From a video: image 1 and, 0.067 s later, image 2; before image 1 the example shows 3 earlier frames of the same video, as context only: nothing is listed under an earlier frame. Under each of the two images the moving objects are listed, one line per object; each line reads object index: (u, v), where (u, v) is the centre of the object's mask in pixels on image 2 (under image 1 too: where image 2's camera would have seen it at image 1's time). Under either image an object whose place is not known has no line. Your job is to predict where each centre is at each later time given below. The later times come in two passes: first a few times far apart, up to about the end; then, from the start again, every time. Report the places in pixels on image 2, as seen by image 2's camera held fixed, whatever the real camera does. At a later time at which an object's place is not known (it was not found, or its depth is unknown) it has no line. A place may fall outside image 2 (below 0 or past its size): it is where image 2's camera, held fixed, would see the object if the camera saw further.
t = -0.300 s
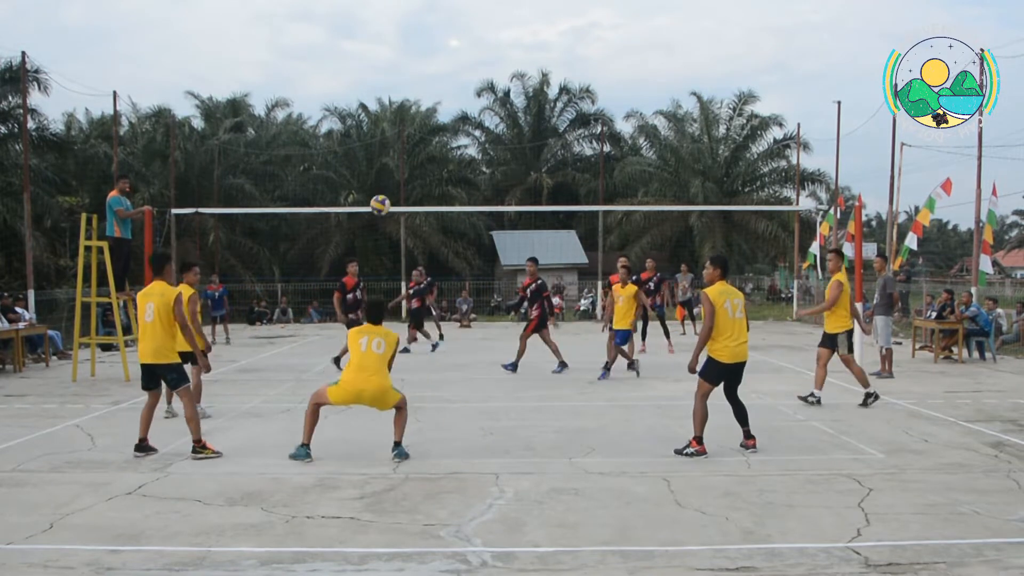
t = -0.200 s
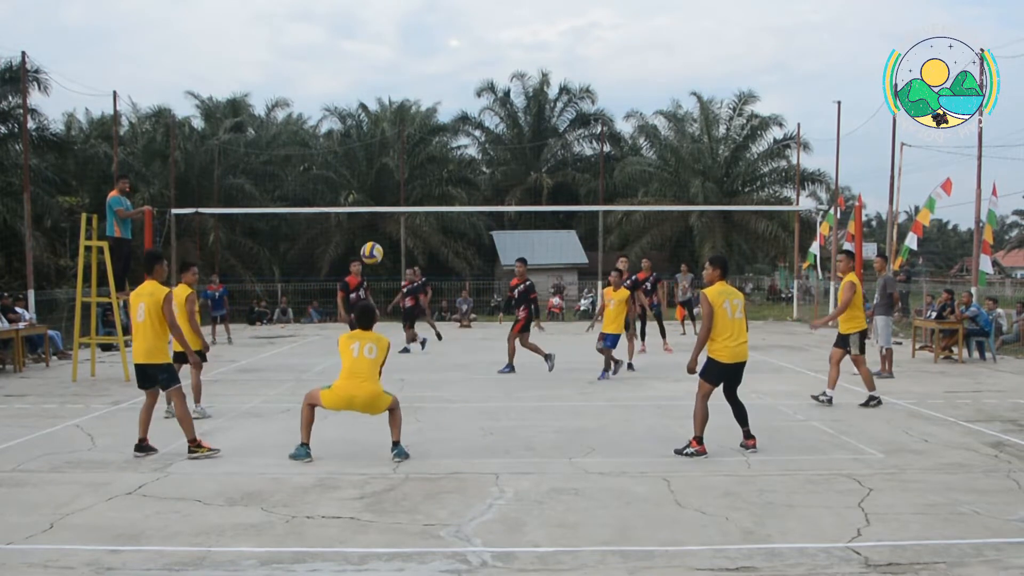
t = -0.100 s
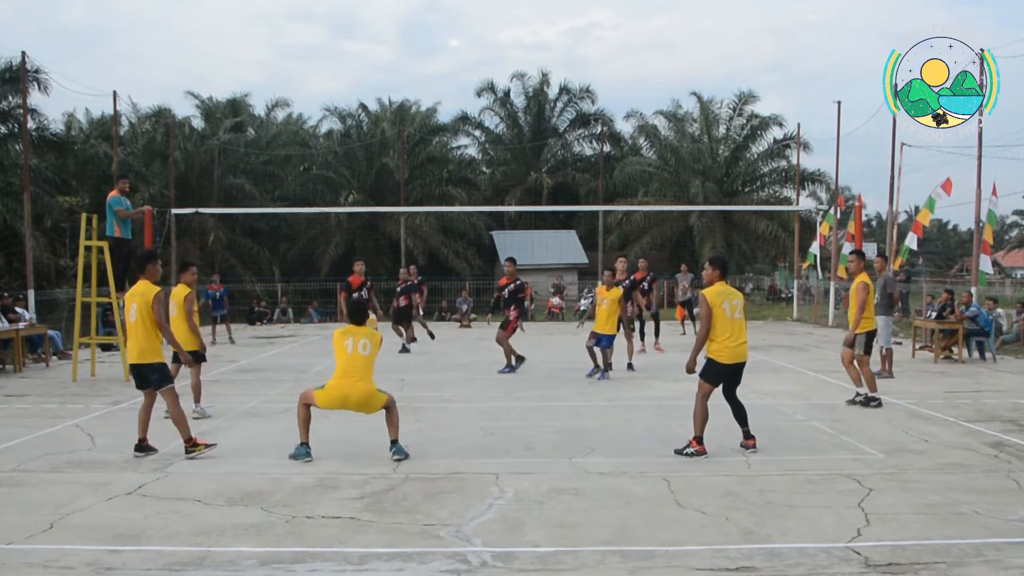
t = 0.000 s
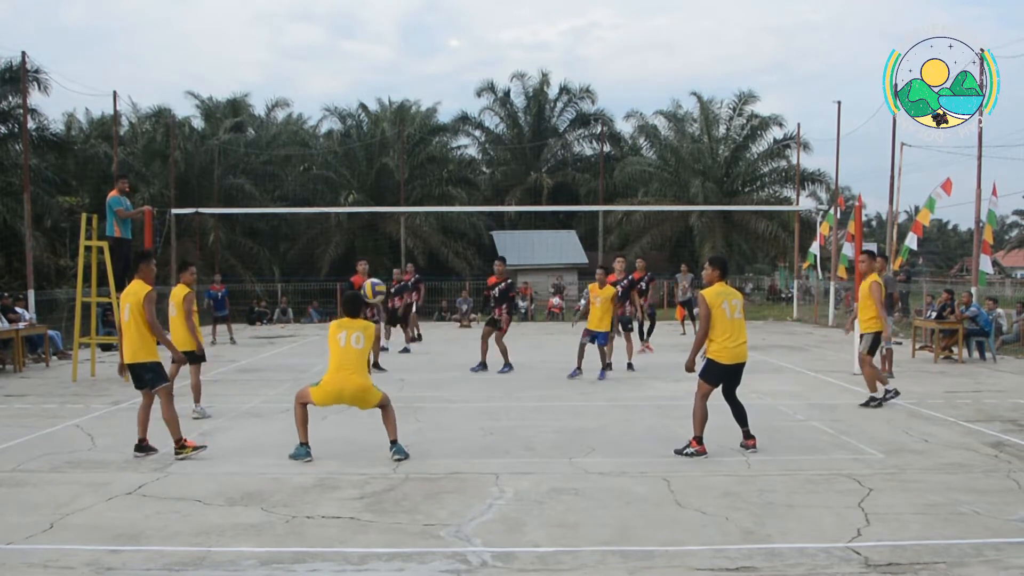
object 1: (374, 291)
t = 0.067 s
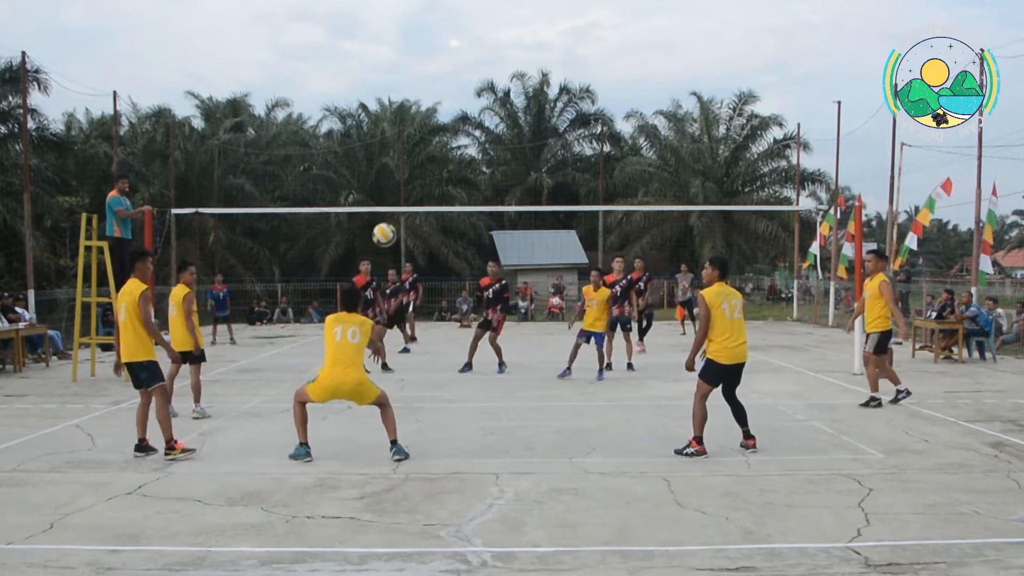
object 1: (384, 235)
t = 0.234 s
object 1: (409, 126)
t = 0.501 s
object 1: (443, 30)
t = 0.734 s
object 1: (469, 9)
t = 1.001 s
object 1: (495, 41)
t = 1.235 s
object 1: (514, 113)
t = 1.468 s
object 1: (531, 218)
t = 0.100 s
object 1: (389, 209)
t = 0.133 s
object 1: (394, 186)
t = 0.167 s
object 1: (399, 165)
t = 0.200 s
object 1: (404, 144)
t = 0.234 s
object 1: (409, 126)
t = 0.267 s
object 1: (414, 110)
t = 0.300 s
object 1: (418, 94)
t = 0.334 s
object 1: (422, 80)
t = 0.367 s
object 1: (426, 67)
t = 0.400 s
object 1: (430, 56)
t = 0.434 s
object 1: (434, 46)
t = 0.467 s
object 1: (439, 37)
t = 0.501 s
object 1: (443, 30)
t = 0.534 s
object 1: (446, 23)
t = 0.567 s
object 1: (450, 18)
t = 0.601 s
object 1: (454, 14)
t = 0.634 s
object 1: (457, 11)
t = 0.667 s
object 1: (461, 9)
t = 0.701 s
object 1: (465, 8)
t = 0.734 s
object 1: (469, 9)
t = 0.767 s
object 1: (472, 9)
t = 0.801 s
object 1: (475, 11)
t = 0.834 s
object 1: (478, 13)
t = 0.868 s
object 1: (482, 18)
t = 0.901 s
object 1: (485, 23)
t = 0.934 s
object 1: (488, 28)
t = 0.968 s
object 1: (491, 34)
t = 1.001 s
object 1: (495, 41)
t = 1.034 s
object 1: (497, 50)
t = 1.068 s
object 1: (500, 59)
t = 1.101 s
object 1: (503, 68)
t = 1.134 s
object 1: (506, 78)
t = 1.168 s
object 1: (509, 90)
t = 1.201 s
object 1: (512, 101)
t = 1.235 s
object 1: (514, 113)
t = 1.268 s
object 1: (518, 127)
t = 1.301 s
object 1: (519, 140)
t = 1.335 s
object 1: (521, 155)
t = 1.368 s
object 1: (524, 170)
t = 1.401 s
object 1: (526, 186)
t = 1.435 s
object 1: (529, 201)
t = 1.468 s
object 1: (531, 218)
